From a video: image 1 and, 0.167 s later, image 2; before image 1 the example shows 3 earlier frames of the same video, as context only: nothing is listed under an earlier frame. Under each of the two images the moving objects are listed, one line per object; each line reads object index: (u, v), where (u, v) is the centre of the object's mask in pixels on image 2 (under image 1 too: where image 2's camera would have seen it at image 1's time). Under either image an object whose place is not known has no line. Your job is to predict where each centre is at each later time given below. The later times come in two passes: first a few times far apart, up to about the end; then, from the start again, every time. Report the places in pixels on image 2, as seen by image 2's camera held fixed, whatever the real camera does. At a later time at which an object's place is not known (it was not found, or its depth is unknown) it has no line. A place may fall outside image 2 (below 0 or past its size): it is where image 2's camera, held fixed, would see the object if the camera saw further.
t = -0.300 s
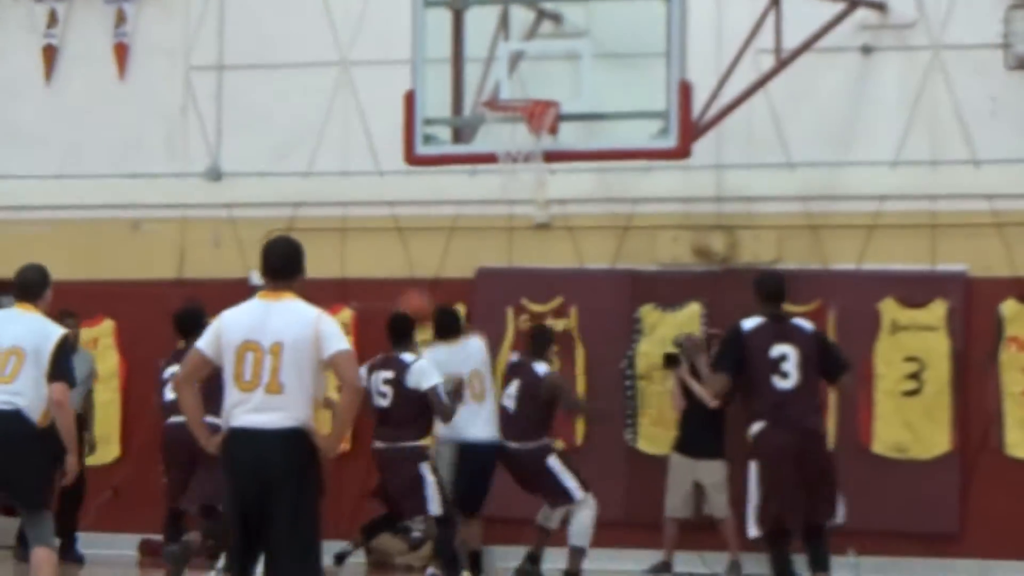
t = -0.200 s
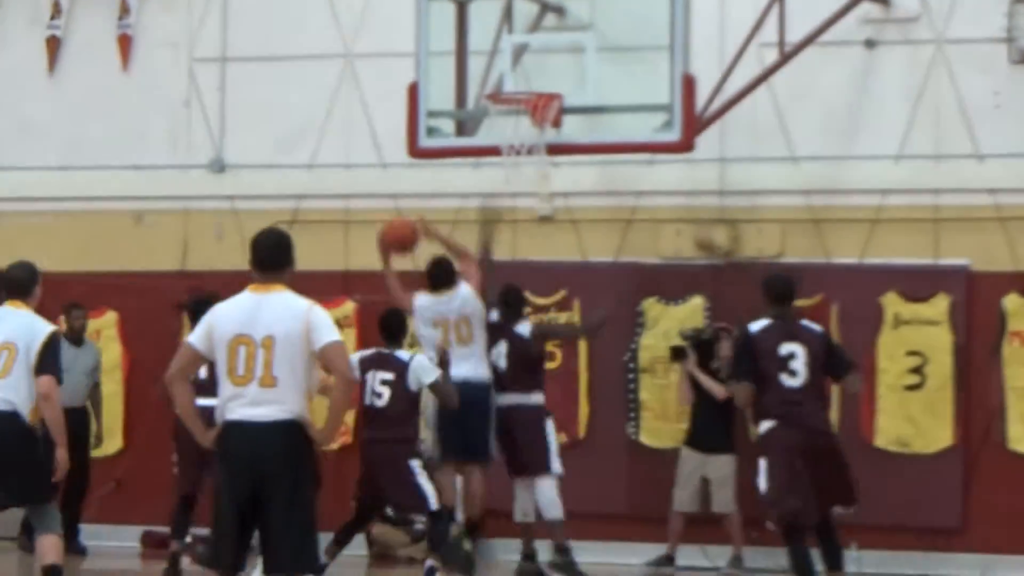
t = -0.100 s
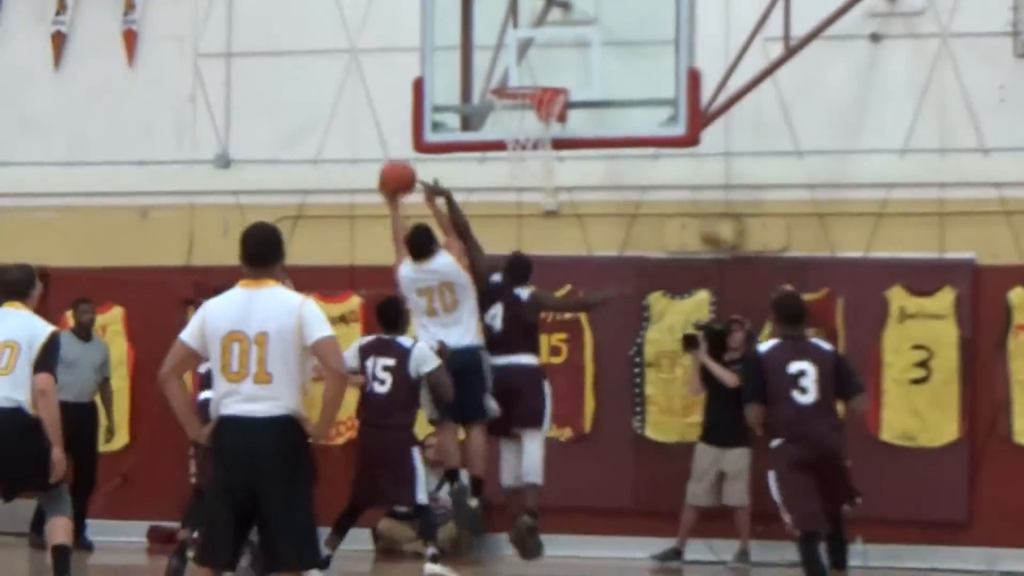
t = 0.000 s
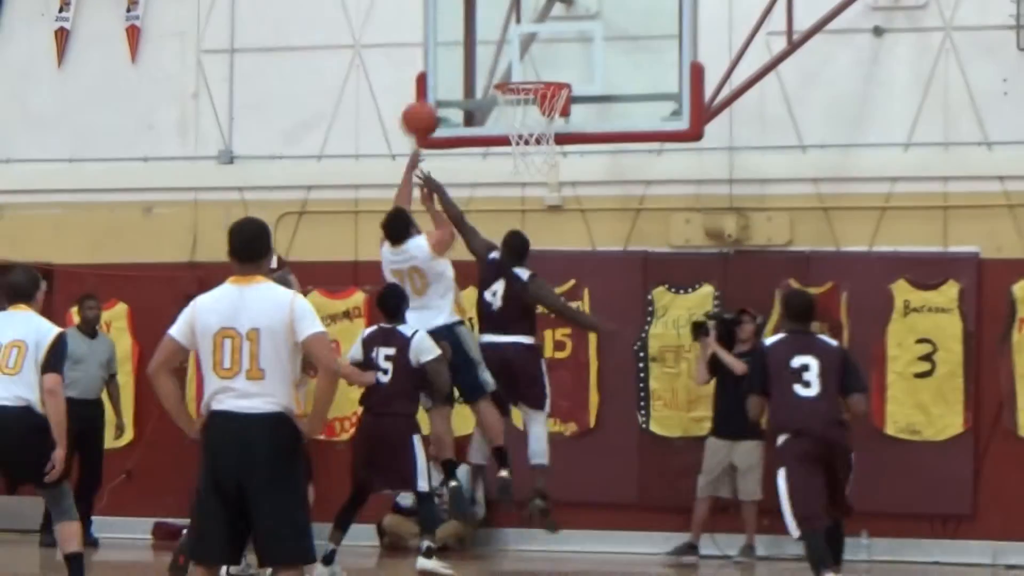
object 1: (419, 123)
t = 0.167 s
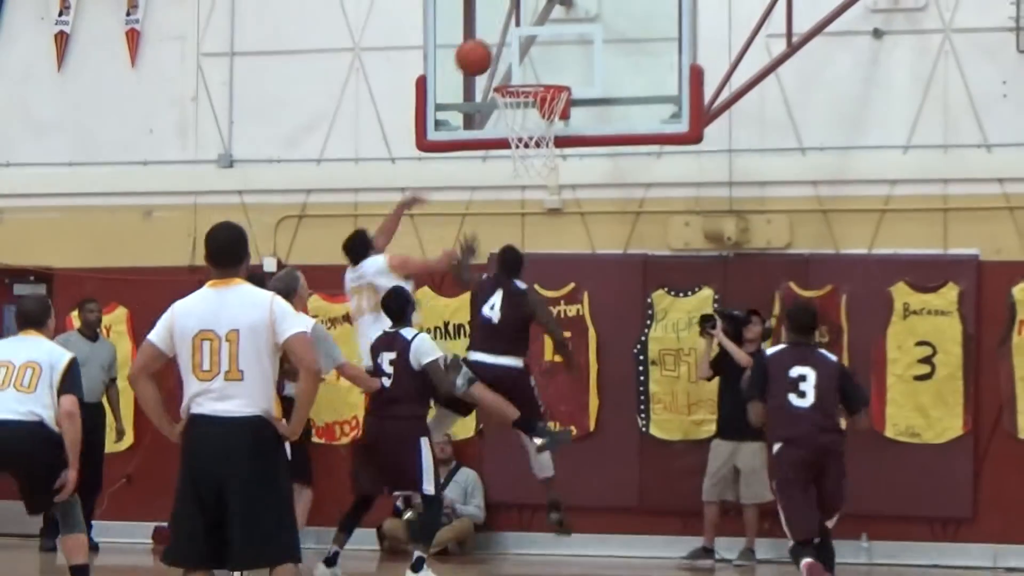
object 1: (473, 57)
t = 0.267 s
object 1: (491, 41)
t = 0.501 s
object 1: (501, 68)
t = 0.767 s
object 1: (532, 78)
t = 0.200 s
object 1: (484, 49)
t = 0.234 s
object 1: (488, 44)
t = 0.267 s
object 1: (491, 41)
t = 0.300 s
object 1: (492, 39)
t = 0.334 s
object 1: (493, 40)
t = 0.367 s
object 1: (495, 42)
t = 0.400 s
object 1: (496, 46)
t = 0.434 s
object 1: (498, 51)
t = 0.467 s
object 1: (500, 59)
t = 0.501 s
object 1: (501, 68)
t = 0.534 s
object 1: (504, 70)
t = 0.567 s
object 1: (508, 68)
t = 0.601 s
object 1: (512, 67)
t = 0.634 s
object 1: (516, 67)
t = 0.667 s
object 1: (520, 69)
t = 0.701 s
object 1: (524, 72)
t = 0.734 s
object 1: (528, 76)
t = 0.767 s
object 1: (532, 78)
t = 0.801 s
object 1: (536, 81)
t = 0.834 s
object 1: (538, 107)
